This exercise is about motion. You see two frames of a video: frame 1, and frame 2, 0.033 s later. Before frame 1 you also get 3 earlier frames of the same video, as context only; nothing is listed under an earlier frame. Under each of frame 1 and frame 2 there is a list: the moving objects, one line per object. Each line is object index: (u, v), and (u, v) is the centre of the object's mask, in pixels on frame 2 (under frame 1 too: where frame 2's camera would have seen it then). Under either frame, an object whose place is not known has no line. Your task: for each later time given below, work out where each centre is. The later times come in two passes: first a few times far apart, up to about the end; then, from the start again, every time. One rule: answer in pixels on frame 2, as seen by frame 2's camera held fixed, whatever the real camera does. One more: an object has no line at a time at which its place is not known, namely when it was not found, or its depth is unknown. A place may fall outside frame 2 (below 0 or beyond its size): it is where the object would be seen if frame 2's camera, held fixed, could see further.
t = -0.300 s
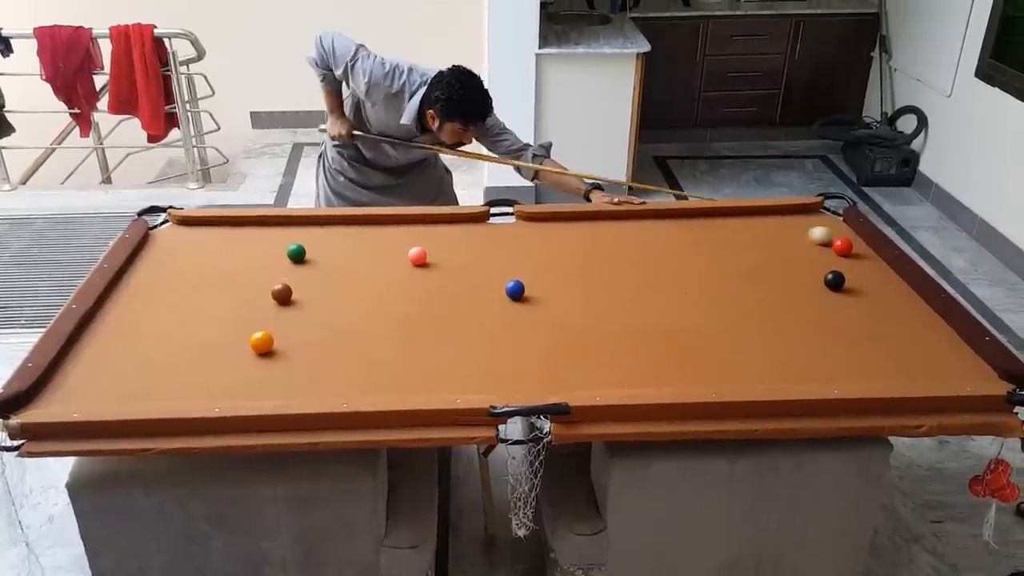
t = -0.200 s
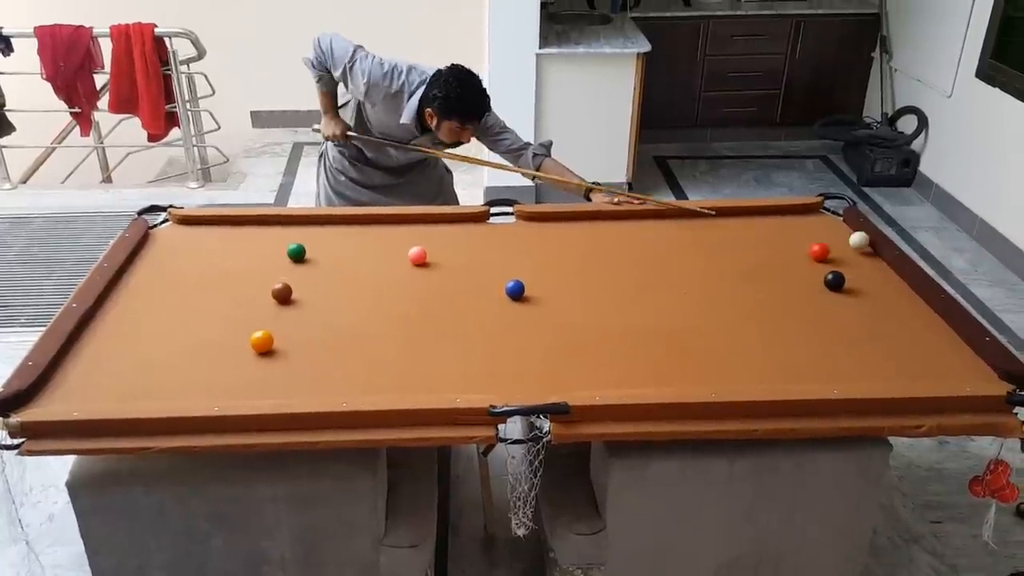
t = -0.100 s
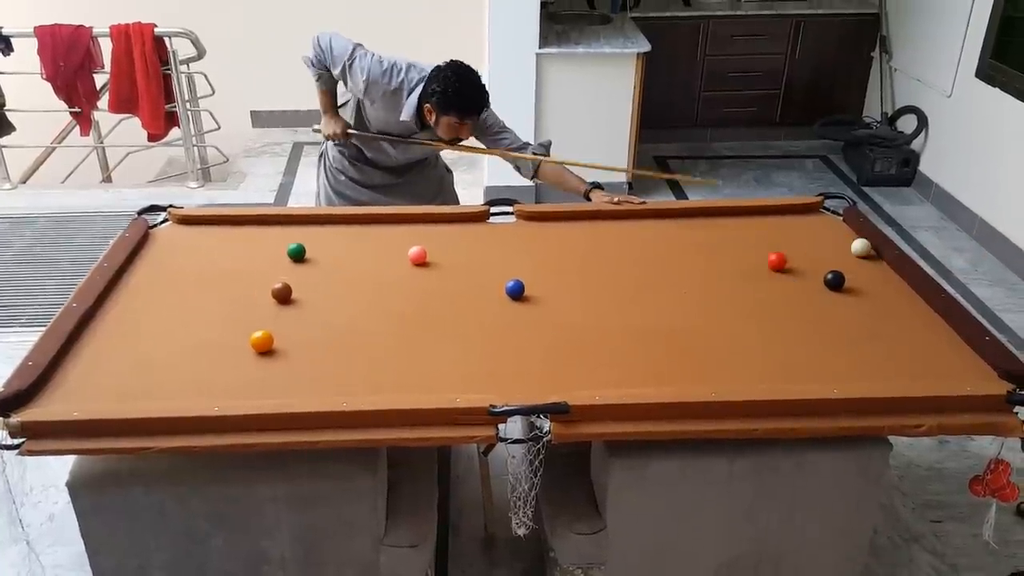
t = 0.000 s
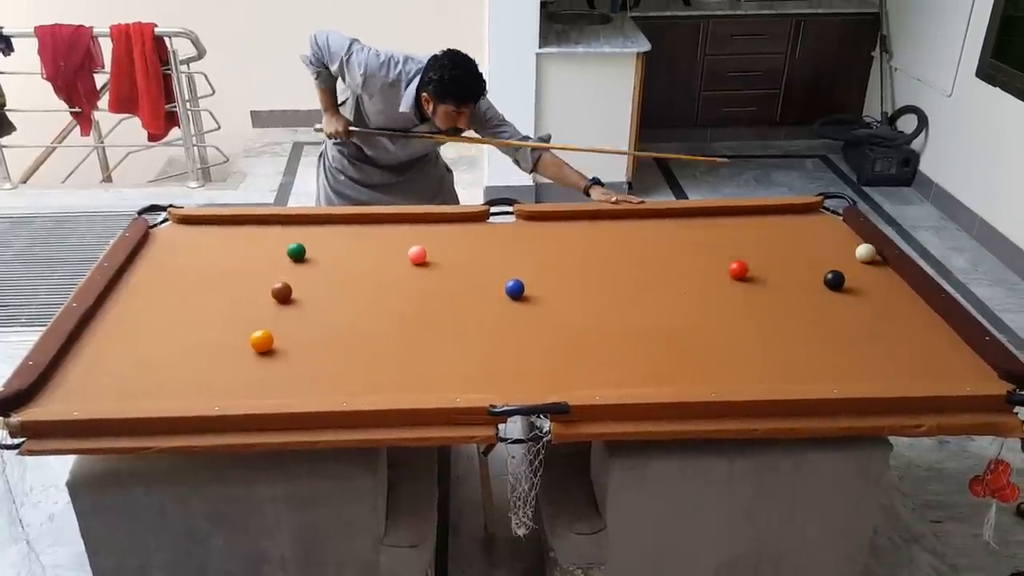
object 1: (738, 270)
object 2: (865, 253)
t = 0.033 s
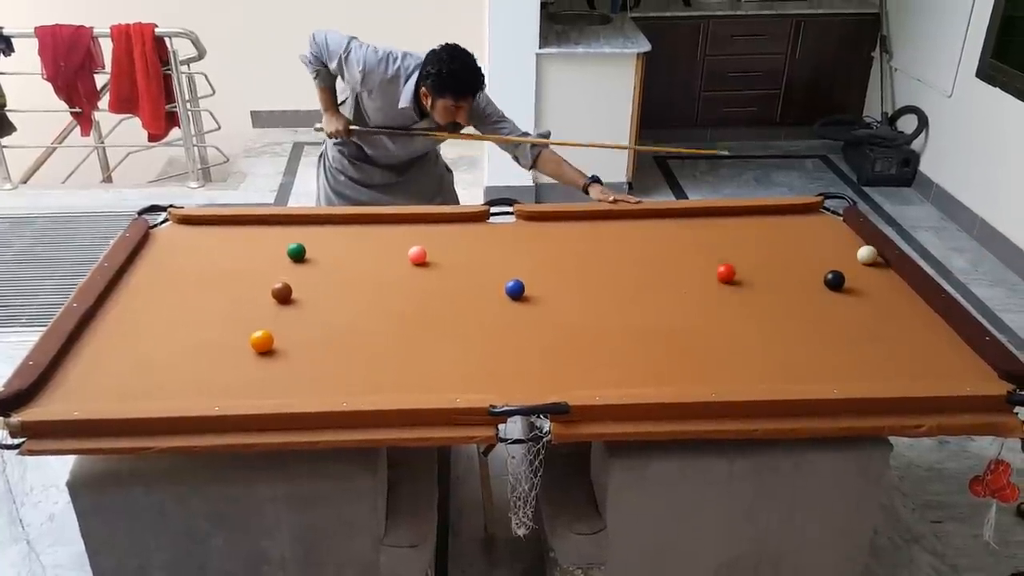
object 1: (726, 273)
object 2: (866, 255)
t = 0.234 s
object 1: (645, 292)
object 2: (875, 265)
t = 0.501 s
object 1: (532, 318)
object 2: (884, 278)
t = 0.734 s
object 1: (426, 342)
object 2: (891, 289)
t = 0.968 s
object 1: (312, 369)
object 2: (896, 299)
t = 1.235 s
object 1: (169, 396)
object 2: (900, 310)
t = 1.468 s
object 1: (79, 392)
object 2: (902, 317)
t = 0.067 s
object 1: (712, 276)
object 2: (868, 256)
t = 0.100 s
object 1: (699, 279)
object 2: (870, 258)
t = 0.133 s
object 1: (686, 282)
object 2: (871, 260)
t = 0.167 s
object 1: (673, 285)
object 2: (873, 262)
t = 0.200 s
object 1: (659, 288)
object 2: (874, 263)
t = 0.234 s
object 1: (645, 292)
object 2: (875, 265)
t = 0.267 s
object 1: (631, 295)
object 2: (876, 266)
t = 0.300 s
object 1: (618, 298)
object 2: (878, 268)
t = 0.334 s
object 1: (604, 301)
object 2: (879, 270)
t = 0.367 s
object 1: (590, 305)
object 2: (880, 272)
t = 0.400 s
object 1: (575, 308)
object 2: (881, 273)
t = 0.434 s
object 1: (561, 311)
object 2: (883, 275)
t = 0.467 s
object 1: (547, 315)
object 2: (884, 276)
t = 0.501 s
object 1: (532, 318)
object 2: (884, 278)
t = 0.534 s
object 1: (517, 321)
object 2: (886, 280)
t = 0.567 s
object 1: (503, 325)
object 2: (886, 281)
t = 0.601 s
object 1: (488, 328)
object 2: (887, 283)
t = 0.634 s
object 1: (473, 332)
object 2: (889, 284)
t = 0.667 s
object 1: (458, 335)
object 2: (889, 286)
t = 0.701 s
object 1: (442, 338)
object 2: (890, 288)
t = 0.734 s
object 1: (426, 342)
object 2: (891, 289)
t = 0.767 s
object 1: (411, 346)
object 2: (892, 290)
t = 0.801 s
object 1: (395, 350)
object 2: (893, 292)
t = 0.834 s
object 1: (379, 353)
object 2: (893, 293)
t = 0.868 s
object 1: (362, 357)
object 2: (894, 295)
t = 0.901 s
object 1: (346, 361)
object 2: (895, 296)
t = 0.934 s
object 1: (329, 365)
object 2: (895, 298)
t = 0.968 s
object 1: (312, 369)
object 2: (896, 299)
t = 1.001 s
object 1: (295, 372)
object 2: (896, 300)
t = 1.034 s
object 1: (278, 377)
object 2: (897, 302)
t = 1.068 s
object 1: (260, 381)
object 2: (898, 303)
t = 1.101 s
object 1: (242, 385)
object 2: (898, 304)
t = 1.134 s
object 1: (224, 388)
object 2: (899, 306)
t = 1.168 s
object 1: (206, 391)
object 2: (899, 307)
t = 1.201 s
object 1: (187, 394)
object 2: (900, 308)
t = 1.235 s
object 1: (169, 396)
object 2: (900, 310)
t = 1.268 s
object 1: (156, 395)
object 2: (901, 311)
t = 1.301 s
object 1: (143, 395)
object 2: (900, 312)
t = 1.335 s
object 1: (130, 394)
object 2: (901, 313)
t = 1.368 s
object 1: (117, 394)
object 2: (902, 314)
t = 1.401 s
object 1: (105, 393)
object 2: (902, 315)
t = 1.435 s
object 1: (92, 393)
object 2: (902, 316)
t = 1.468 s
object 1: (79, 392)
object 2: (902, 317)
